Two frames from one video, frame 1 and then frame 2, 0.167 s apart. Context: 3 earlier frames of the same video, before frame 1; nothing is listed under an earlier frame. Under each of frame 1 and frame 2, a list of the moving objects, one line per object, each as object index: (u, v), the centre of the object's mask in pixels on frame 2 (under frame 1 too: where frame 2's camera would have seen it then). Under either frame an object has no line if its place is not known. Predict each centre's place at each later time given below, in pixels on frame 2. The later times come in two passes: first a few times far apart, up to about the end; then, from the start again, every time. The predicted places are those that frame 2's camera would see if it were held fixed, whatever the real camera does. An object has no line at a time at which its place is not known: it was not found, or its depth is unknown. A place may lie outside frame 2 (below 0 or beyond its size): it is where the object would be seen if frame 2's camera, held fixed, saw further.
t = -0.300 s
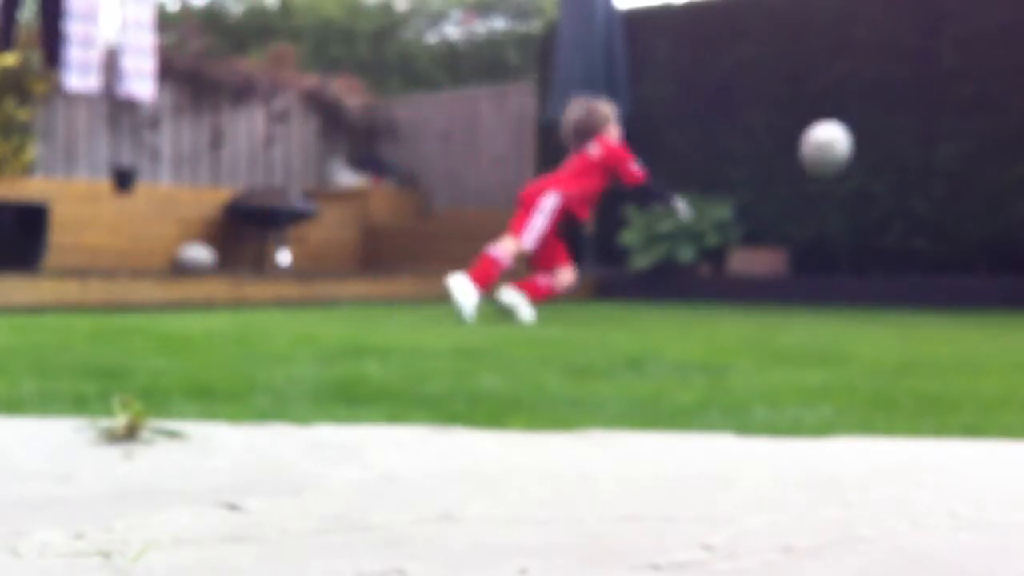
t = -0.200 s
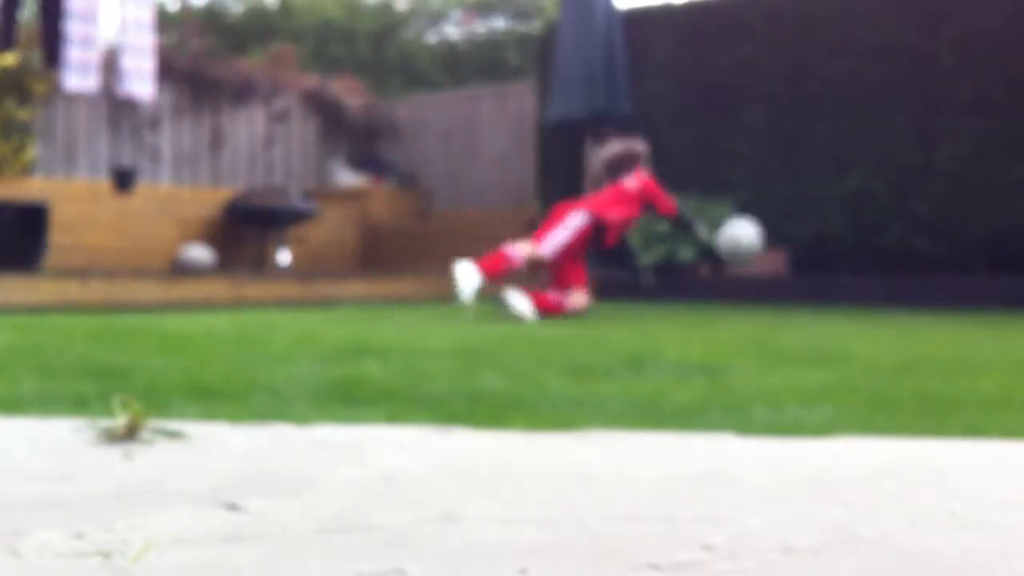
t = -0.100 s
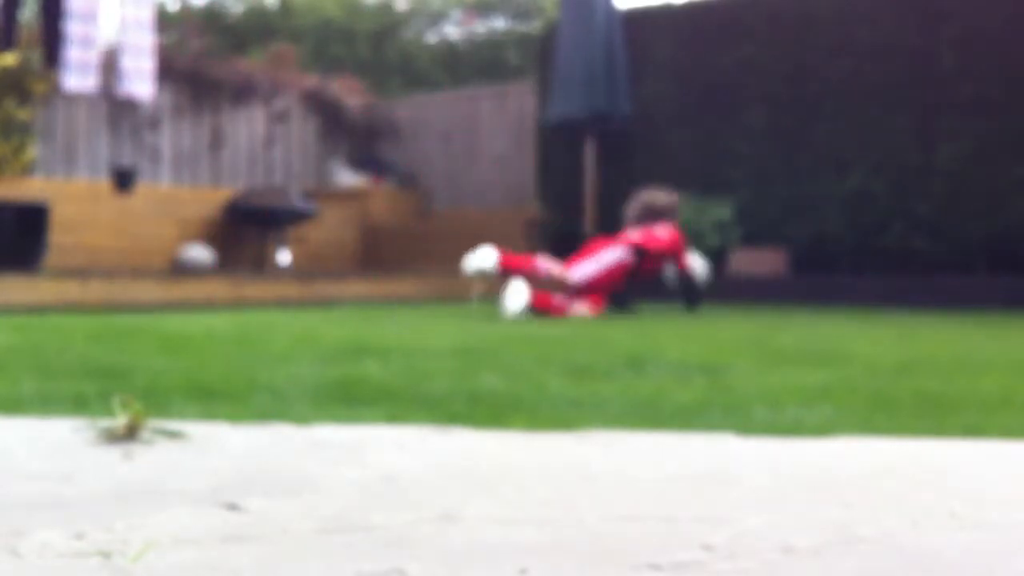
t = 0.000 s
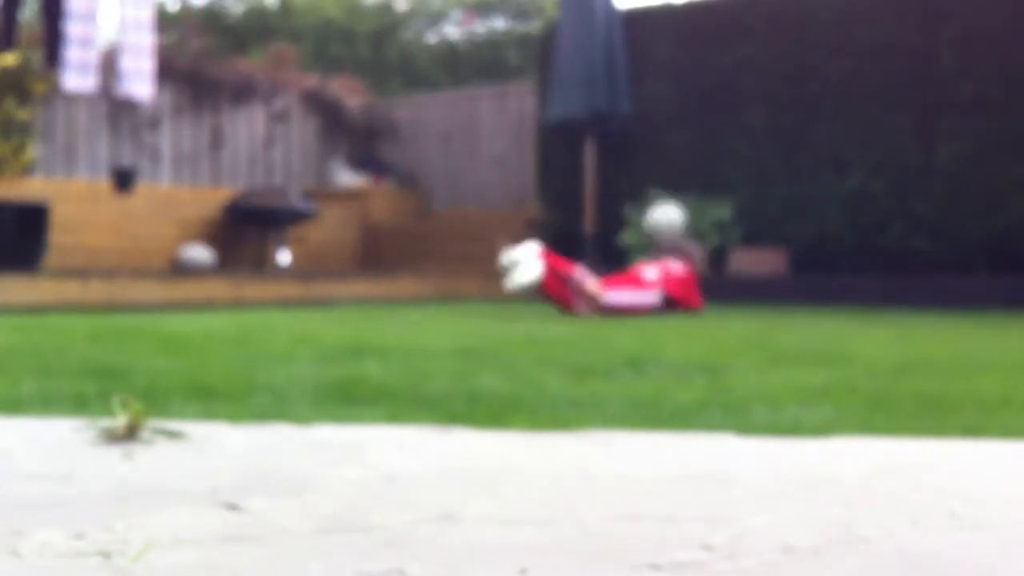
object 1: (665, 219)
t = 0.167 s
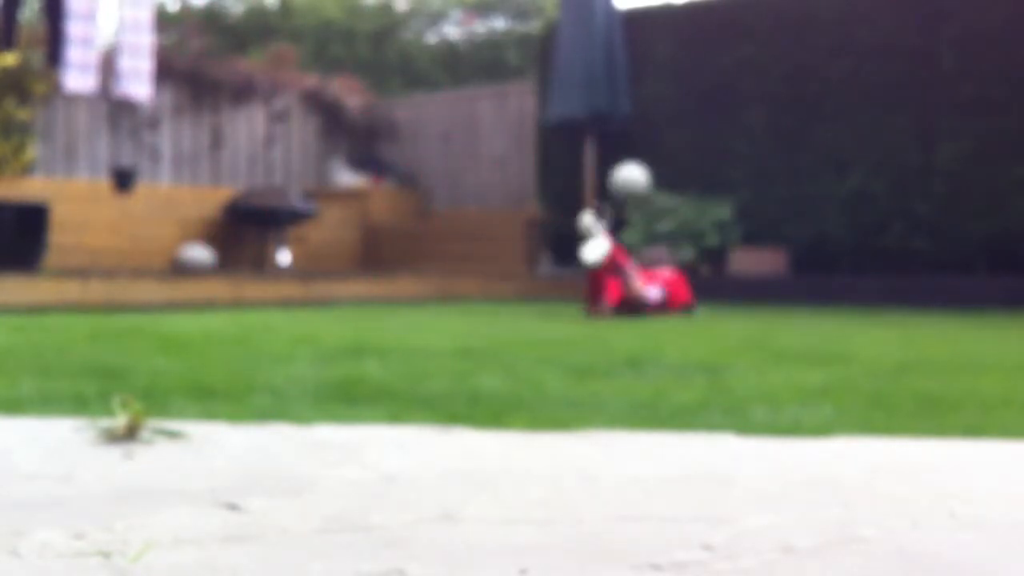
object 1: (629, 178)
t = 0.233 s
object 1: (617, 179)
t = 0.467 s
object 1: (574, 227)
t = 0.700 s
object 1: (540, 220)
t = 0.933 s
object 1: (509, 233)
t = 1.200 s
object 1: (444, 236)
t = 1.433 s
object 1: (390, 249)
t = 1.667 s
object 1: (340, 252)
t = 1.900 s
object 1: (318, 242)
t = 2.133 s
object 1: (326, 246)
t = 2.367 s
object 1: (338, 251)
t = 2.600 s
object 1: (349, 251)
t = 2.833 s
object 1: (360, 253)
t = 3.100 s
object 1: (374, 253)
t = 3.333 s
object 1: (386, 254)
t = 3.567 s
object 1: (398, 253)
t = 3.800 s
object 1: (411, 253)
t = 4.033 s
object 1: (424, 253)
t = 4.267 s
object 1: (437, 253)
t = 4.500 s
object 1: (453, 253)
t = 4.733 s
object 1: (467, 254)
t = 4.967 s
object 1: (480, 254)
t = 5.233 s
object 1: (494, 255)
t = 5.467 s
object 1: (505, 255)
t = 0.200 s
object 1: (624, 178)
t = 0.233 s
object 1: (617, 179)
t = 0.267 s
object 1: (610, 181)
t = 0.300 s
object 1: (605, 183)
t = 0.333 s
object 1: (598, 188)
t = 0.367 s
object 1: (592, 195)
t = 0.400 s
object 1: (586, 204)
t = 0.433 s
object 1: (580, 215)
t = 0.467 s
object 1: (574, 227)
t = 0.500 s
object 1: (568, 240)
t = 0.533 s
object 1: (563, 255)
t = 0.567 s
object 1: (557, 246)
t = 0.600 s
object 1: (553, 238)
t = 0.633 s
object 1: (549, 230)
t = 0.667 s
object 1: (545, 224)
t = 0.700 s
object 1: (540, 220)
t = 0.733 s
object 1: (536, 218)
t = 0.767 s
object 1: (531, 217)
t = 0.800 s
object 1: (527, 217)
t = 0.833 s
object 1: (522, 218)
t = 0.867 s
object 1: (518, 221)
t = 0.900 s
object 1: (513, 226)
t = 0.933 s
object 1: (509, 233)
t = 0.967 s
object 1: (503, 239)
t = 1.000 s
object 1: (493, 245)
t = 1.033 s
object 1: (484, 253)
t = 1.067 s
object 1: (477, 251)
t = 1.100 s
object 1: (468, 245)
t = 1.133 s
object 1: (460, 240)
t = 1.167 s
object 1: (453, 237)
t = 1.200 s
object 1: (444, 236)
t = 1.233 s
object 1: (436, 236)
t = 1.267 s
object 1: (428, 237)
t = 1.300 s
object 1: (421, 241)
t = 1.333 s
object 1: (413, 246)
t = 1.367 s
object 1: (405, 252)
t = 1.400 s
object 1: (397, 253)
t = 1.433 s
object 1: (390, 249)
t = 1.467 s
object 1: (383, 245)
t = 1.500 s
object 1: (376, 243)
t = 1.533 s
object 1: (369, 243)
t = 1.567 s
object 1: (362, 242)
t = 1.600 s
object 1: (354, 244)
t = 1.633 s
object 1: (347, 248)
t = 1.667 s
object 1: (340, 252)
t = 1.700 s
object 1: (333, 252)
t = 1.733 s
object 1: (326, 248)
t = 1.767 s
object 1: (319, 246)
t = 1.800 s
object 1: (313, 246)
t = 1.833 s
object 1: (314, 244)
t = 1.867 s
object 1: (317, 242)
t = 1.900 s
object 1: (318, 242)
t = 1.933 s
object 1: (320, 244)
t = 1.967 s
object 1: (322, 246)
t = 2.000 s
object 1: (325, 250)
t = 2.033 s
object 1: (326, 252)
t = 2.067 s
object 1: (326, 249)
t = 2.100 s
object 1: (326, 247)
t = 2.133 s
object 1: (326, 246)
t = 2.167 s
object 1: (326, 247)
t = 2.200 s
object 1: (327, 246)
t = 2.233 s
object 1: (328, 245)
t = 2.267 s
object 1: (331, 247)
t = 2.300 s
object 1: (334, 249)
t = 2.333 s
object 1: (336, 253)
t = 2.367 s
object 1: (338, 251)
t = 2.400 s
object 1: (339, 248)
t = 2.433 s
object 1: (340, 247)
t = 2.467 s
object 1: (342, 248)
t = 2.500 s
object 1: (344, 251)
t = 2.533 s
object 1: (346, 254)
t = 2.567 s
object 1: (347, 252)
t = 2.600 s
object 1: (349, 251)
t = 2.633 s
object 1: (350, 251)
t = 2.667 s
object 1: (352, 252)
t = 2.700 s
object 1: (353, 254)
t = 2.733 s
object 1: (355, 252)
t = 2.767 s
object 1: (356, 252)
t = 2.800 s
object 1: (358, 253)
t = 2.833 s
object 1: (360, 253)
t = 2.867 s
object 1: (361, 252)
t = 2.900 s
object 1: (363, 253)
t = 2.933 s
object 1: (364, 254)
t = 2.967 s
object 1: (366, 253)
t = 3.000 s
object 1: (368, 254)
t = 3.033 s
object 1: (370, 253)
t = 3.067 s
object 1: (372, 253)
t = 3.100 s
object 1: (374, 253)
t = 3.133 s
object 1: (375, 254)
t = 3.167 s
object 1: (377, 253)
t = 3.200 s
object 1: (379, 253)
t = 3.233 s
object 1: (381, 254)
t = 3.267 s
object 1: (383, 254)
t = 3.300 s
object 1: (385, 254)
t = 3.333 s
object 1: (386, 254)
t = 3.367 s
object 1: (388, 254)
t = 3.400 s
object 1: (389, 253)
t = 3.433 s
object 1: (391, 254)
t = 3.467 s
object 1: (393, 253)
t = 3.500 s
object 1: (394, 253)
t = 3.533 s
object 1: (396, 253)
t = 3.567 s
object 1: (398, 253)
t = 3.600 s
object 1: (400, 253)
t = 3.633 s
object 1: (402, 254)
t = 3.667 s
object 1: (404, 254)
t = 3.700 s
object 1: (405, 254)
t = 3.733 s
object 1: (408, 254)
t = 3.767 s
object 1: (409, 254)
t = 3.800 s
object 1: (411, 253)
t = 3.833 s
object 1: (413, 253)
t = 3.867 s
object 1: (415, 254)
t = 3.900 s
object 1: (417, 253)
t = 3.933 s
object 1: (419, 254)
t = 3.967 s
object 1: (420, 254)
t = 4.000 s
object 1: (422, 253)
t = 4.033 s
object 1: (424, 253)
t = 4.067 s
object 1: (425, 254)
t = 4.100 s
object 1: (427, 253)
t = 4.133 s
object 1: (429, 253)
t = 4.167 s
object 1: (431, 253)
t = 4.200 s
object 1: (433, 253)
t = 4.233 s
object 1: (435, 253)
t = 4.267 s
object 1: (437, 253)
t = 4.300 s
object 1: (440, 253)
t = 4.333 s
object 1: (442, 253)
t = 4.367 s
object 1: (443, 253)
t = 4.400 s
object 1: (446, 253)
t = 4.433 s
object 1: (448, 253)
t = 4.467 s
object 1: (451, 253)
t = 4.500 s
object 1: (453, 253)
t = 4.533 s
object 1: (455, 253)
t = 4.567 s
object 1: (457, 253)
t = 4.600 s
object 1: (459, 253)
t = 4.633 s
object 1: (461, 253)
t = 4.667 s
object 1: (463, 253)
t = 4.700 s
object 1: (465, 254)
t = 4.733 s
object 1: (467, 254)
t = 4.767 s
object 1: (469, 254)
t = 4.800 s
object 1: (471, 254)
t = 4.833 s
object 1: (473, 254)
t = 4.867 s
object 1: (475, 254)
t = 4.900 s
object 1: (477, 254)
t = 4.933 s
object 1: (478, 254)
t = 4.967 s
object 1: (480, 254)
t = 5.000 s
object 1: (482, 254)
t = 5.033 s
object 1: (484, 254)
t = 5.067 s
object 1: (486, 254)
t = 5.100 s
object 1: (488, 254)
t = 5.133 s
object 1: (488, 254)
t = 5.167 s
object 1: (490, 254)
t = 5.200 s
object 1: (492, 254)
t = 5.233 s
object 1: (494, 255)
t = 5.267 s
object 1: (496, 254)
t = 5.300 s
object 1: (497, 254)
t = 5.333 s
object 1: (499, 254)
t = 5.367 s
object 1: (500, 254)
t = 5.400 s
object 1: (501, 254)
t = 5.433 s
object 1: (503, 255)
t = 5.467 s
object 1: (505, 255)
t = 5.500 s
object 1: (506, 255)
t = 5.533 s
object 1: (507, 254)
